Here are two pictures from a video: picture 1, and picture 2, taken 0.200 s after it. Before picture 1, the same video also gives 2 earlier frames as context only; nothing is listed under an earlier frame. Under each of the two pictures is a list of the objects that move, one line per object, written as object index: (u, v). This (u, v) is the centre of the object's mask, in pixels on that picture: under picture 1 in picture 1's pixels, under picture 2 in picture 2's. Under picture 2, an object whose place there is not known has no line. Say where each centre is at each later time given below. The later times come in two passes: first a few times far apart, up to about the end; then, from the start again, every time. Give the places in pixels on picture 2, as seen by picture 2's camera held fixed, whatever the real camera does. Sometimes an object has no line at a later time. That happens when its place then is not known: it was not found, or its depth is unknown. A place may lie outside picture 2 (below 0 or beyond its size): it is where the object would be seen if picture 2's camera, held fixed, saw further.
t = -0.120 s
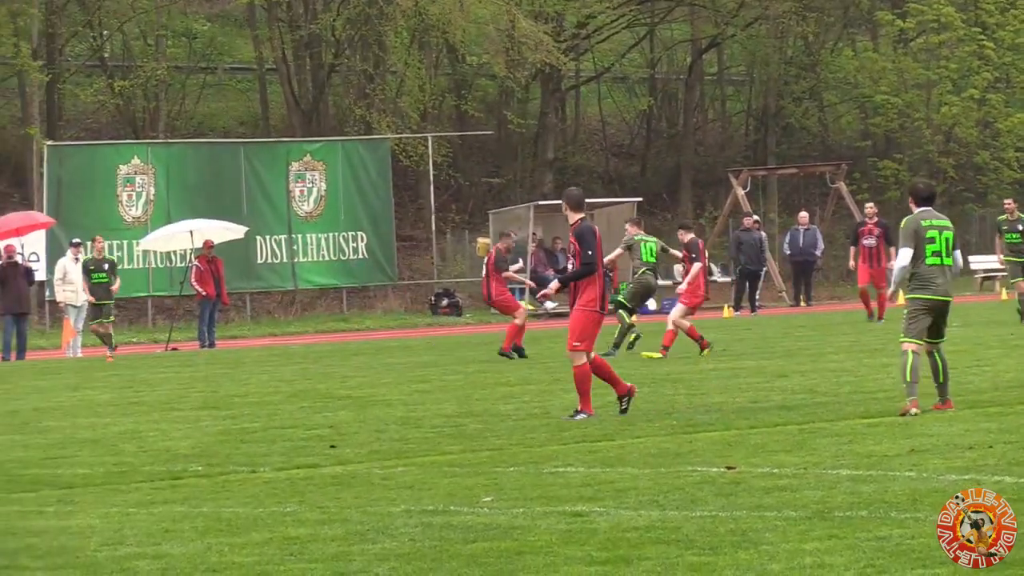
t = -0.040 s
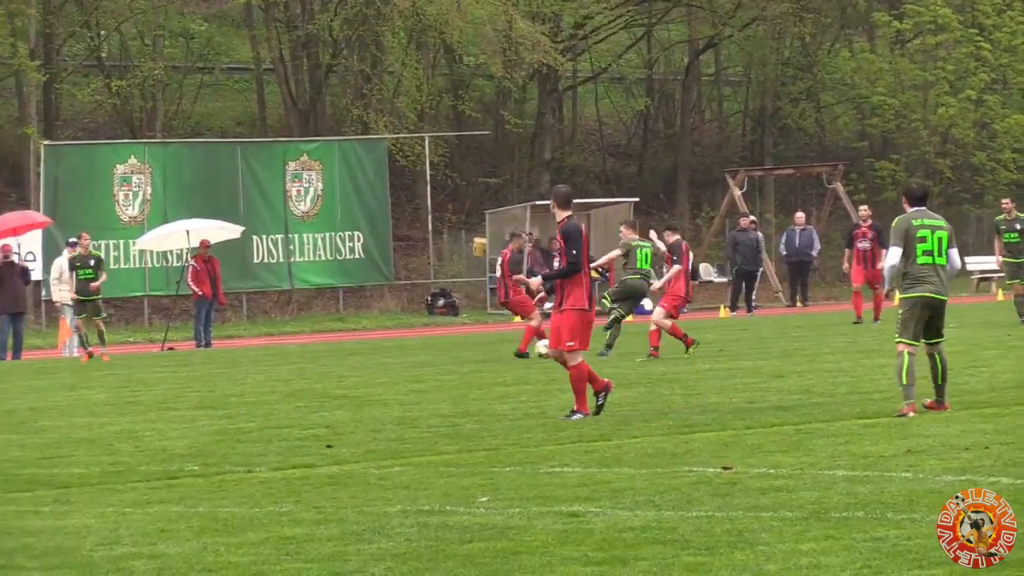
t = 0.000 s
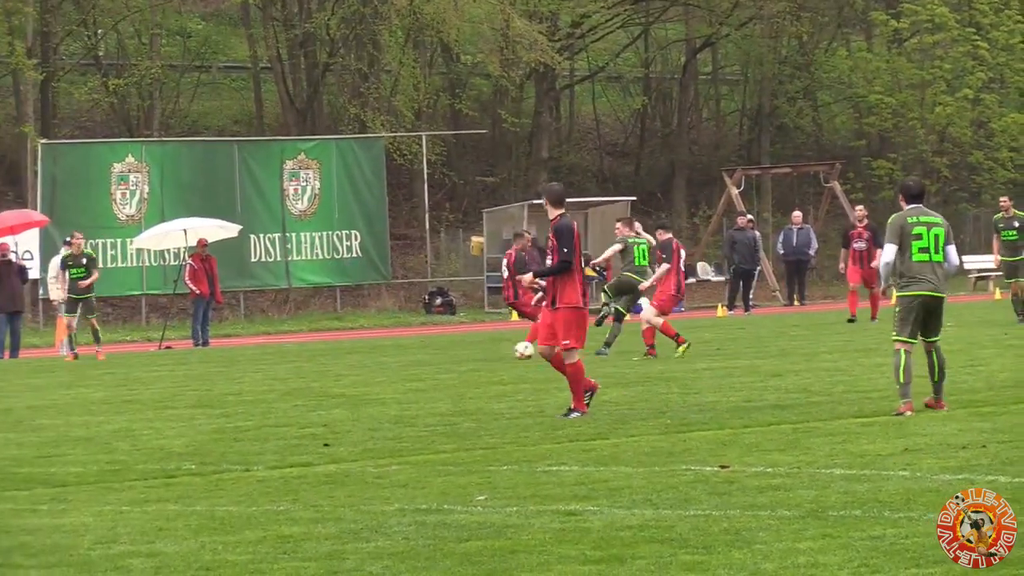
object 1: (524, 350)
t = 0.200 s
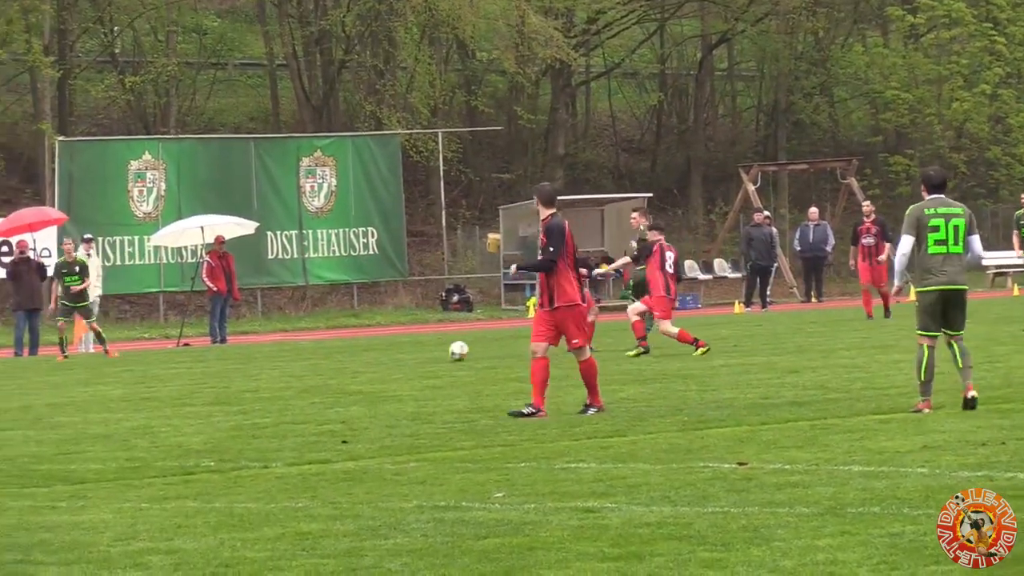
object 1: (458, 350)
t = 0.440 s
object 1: (369, 357)
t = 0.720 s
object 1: (274, 363)
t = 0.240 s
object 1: (442, 354)
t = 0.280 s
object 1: (427, 354)
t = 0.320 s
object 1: (413, 354)
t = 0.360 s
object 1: (399, 354)
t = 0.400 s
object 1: (384, 355)
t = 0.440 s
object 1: (369, 357)
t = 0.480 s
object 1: (356, 357)
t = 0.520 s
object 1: (342, 358)
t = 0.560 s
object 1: (328, 359)
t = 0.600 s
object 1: (315, 359)
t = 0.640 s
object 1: (302, 359)
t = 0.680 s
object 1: (288, 359)
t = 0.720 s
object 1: (274, 363)
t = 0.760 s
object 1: (262, 364)
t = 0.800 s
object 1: (251, 364)
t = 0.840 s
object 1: (236, 372)
